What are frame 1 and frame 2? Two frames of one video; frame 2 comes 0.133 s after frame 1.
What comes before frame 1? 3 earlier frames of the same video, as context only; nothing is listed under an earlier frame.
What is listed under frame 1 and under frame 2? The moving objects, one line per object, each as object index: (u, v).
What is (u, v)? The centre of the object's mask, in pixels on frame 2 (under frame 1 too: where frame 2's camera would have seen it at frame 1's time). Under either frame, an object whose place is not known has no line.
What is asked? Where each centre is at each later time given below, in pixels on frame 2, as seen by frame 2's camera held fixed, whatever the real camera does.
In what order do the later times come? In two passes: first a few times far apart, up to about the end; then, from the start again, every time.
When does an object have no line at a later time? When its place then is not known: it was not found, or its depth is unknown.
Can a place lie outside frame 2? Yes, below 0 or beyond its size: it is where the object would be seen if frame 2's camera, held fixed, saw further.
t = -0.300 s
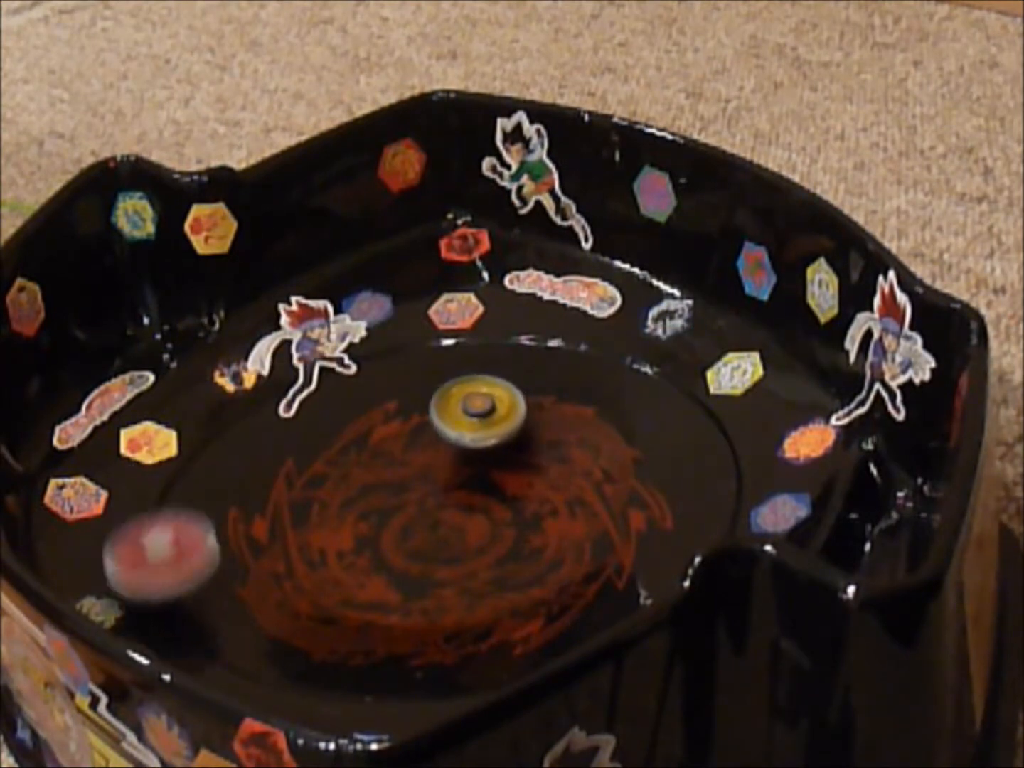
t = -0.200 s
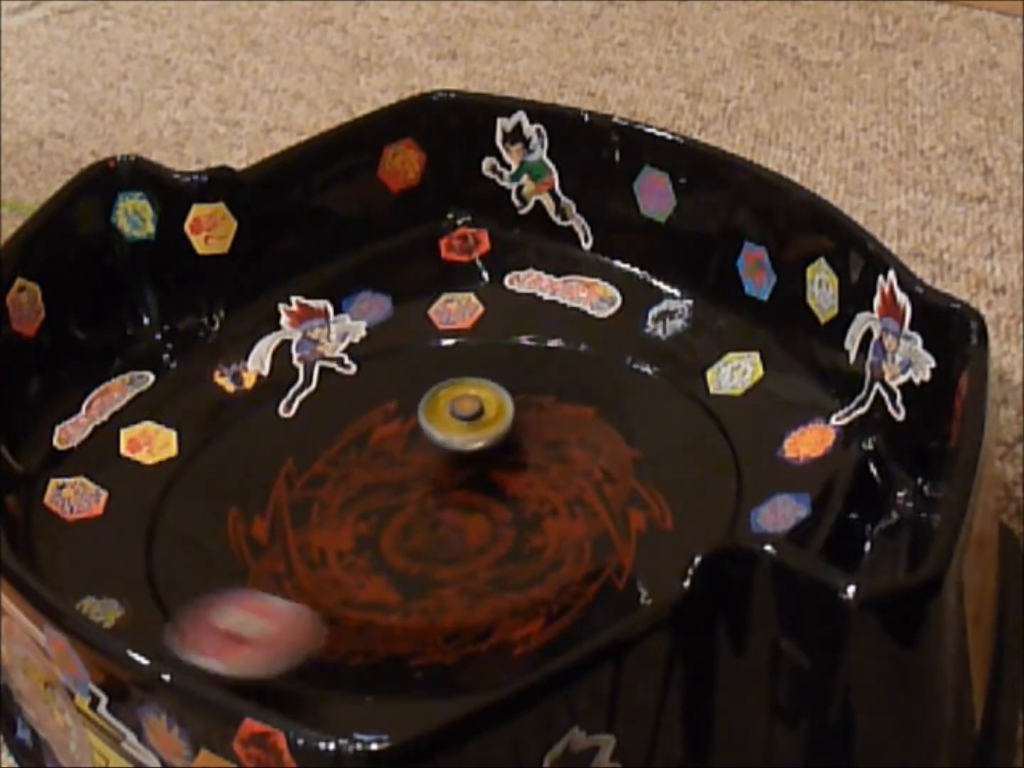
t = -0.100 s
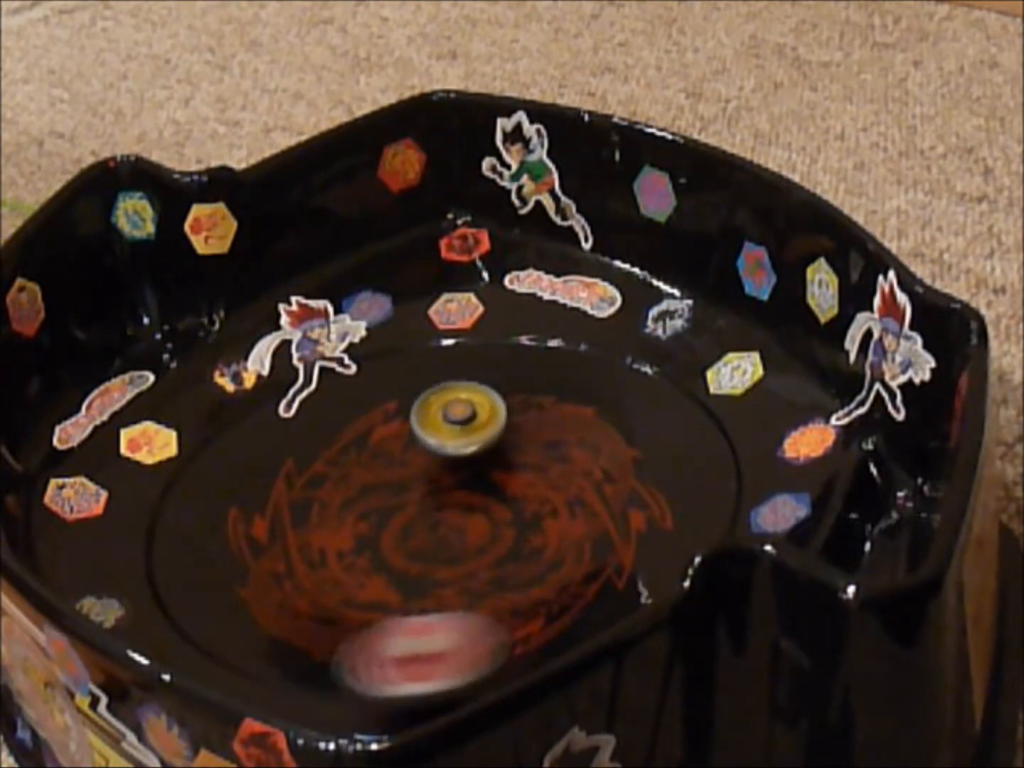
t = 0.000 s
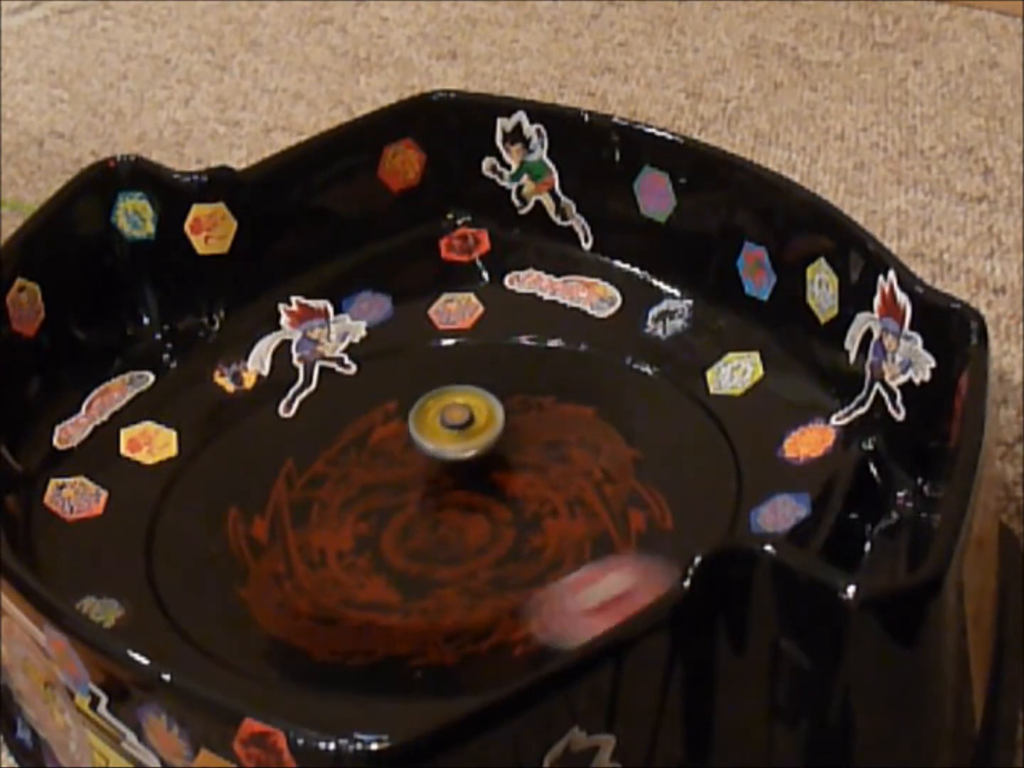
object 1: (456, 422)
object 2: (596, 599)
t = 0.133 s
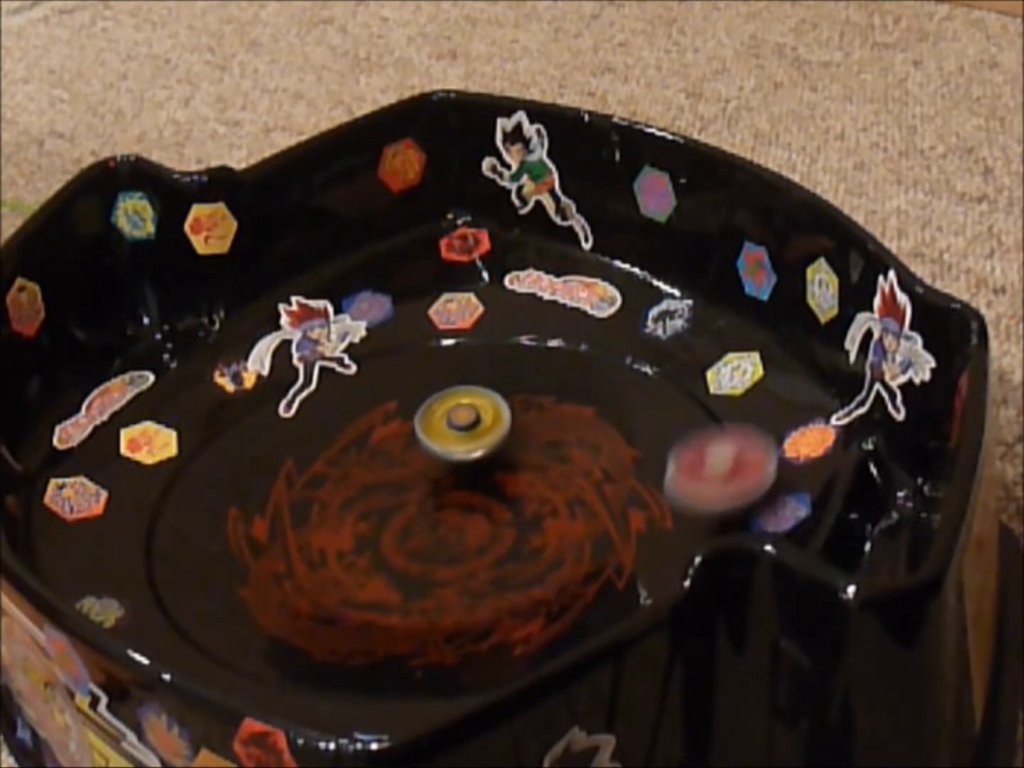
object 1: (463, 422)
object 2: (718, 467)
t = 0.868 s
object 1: (523, 442)
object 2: (234, 628)
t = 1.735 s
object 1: (540, 502)
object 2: (192, 425)
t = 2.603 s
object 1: (447, 553)
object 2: (467, 314)
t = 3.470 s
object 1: (340, 524)
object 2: (695, 416)
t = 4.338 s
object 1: (379, 450)
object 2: (501, 623)
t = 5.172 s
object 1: (477, 431)
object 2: (187, 496)
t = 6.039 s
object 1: (537, 475)
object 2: (475, 341)
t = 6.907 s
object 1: (482, 537)
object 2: (655, 500)
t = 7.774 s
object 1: (379, 513)
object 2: (297, 614)
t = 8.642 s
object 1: (386, 445)
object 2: (246, 411)
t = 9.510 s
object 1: (471, 434)
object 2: (569, 345)
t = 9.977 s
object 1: (512, 450)
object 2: (220, 553)
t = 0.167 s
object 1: (464, 422)
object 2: (718, 436)
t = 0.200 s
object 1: (466, 423)
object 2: (704, 410)
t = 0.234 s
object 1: (468, 423)
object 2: (686, 383)
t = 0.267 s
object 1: (470, 423)
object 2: (657, 364)
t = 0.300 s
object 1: (472, 424)
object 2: (623, 347)
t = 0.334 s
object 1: (474, 425)
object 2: (585, 335)
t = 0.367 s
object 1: (476, 426)
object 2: (538, 328)
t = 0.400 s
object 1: (479, 427)
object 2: (502, 325)
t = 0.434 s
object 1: (481, 428)
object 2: (446, 327)
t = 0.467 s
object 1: (484, 428)
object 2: (399, 335)
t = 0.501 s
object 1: (487, 429)
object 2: (361, 343)
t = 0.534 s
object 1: (490, 430)
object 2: (311, 357)
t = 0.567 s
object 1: (494, 431)
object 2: (259, 378)
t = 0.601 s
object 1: (497, 432)
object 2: (222, 397)
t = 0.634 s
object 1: (501, 433)
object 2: (194, 417)
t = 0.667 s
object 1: (504, 434)
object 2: (170, 449)
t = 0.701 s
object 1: (508, 435)
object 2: (155, 486)
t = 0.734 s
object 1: (511, 436)
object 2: (147, 514)
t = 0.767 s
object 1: (515, 438)
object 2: (150, 545)
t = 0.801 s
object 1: (518, 439)
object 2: (167, 576)
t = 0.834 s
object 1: (520, 440)
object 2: (195, 605)
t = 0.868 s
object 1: (523, 442)
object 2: (234, 628)
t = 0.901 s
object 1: (526, 444)
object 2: (282, 644)
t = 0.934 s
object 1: (527, 445)
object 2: (336, 653)
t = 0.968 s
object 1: (530, 447)
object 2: (394, 656)
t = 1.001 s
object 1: (532, 449)
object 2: (457, 648)
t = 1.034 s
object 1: (533, 450)
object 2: (510, 635)
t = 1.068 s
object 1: (535, 453)
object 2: (562, 613)
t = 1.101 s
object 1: (537, 455)
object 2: (610, 586)
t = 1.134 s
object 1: (538, 457)
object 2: (645, 558)
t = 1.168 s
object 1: (539, 459)
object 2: (675, 526)
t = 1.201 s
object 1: (540, 461)
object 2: (695, 493)
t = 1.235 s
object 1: (541, 464)
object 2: (699, 460)
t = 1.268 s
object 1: (542, 466)
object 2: (694, 431)
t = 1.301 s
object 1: (542, 468)
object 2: (678, 404)
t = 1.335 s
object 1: (543, 471)
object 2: (656, 379)
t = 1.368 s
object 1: (544, 474)
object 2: (629, 360)
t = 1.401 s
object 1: (545, 477)
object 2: (594, 344)
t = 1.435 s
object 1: (546, 479)
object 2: (555, 333)
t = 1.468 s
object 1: (546, 481)
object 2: (520, 325)
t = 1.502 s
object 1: (546, 484)
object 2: (471, 319)
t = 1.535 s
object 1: (546, 487)
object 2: (428, 319)
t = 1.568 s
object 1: (545, 489)
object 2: (386, 322)
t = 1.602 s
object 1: (544, 491)
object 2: (341, 335)
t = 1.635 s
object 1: (544, 494)
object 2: (290, 357)
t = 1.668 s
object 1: (543, 497)
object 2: (245, 380)
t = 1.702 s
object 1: (542, 499)
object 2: (214, 400)
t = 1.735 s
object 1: (540, 502)
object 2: (192, 425)
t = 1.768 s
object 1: (538, 504)
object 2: (168, 458)
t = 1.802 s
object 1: (536, 507)
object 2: (154, 491)
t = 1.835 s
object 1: (534, 510)
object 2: (151, 518)
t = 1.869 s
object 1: (532, 512)
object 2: (155, 548)
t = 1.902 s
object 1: (530, 515)
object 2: (171, 577)
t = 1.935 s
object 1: (528, 518)
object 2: (196, 602)
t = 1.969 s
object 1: (525, 520)
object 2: (232, 622)
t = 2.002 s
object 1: (521, 523)
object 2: (275, 636)
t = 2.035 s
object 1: (519, 525)
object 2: (329, 644)
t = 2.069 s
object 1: (516, 528)
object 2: (385, 644)
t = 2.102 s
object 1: (512, 530)
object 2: (442, 637)
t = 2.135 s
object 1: (509, 532)
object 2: (499, 624)
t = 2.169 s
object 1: (505, 534)
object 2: (551, 602)
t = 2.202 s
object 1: (502, 536)
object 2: (598, 576)
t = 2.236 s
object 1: (498, 538)
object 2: (633, 547)
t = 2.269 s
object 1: (494, 541)
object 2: (660, 516)
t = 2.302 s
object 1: (490, 543)
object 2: (667, 481)
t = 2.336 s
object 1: (486, 544)
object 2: (674, 447)
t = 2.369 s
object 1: (482, 546)
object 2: (669, 418)
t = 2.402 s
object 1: (478, 547)
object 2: (665, 392)
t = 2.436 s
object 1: (473, 548)
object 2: (648, 368)
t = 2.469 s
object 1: (467, 549)
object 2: (623, 347)
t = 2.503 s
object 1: (462, 550)
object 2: (592, 331)
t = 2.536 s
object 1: (457, 552)
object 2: (555, 316)
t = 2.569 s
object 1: (452, 552)
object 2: (516, 313)
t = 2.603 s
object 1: (447, 553)
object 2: (467, 314)
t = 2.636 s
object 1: (441, 554)
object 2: (427, 318)
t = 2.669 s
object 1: (435, 555)
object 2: (384, 324)
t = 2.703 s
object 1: (429, 555)
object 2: (339, 339)
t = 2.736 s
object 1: (424, 555)
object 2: (291, 358)
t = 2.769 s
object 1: (419, 556)
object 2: (249, 381)
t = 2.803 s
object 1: (413, 555)
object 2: (221, 400)
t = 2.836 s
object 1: (408, 555)
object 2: (198, 421)
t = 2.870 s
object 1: (402, 555)
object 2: (176, 448)
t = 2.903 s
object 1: (397, 554)
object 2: (165, 480)
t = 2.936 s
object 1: (392, 553)
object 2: (161, 505)
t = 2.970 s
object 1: (387, 553)
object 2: (168, 532)
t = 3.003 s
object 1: (382, 553)
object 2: (186, 561)
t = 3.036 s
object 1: (377, 552)
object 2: (213, 585)
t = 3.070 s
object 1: (373, 550)
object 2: (251, 606)
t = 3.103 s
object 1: (369, 548)
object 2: (295, 620)
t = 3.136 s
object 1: (365, 546)
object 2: (346, 628)
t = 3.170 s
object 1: (362, 545)
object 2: (402, 629)
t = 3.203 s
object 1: (358, 543)
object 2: (457, 623)
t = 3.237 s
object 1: (355, 541)
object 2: (512, 609)
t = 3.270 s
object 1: (352, 538)
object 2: (565, 589)
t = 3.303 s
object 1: (349, 536)
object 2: (608, 566)
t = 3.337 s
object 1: (347, 534)
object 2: (646, 537)
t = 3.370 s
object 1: (344, 531)
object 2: (675, 507)
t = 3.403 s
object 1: (342, 529)
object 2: (693, 475)
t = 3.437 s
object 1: (341, 526)
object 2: (701, 443)
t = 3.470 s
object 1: (340, 524)
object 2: (695, 416)
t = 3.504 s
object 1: (338, 521)
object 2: (689, 387)
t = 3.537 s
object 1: (338, 518)
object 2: (679, 364)
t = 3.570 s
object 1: (337, 515)
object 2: (650, 347)
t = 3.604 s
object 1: (337, 512)
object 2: (612, 336)
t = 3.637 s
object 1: (337, 509)
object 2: (574, 324)
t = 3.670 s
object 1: (337, 506)
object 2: (534, 318)
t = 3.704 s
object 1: (338, 502)
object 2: (497, 314)
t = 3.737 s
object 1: (338, 499)
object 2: (452, 315)
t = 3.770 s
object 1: (339, 496)
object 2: (406, 322)
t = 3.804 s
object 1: (340, 492)
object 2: (376, 329)
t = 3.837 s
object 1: (341, 489)
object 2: (326, 348)
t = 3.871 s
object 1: (342, 487)
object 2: (289, 364)
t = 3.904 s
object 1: (343, 483)
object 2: (253, 390)
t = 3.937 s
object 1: (345, 480)
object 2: (228, 415)
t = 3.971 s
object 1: (347, 477)
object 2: (213, 436)
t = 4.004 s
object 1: (349, 473)
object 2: (199, 468)
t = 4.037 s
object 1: (352, 471)
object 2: (192, 496)
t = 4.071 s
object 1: (354, 468)
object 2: (195, 526)
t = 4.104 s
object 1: (357, 465)
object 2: (206, 554)
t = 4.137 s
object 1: (359, 462)
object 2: (227, 580)
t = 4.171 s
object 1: (362, 460)
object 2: (250, 600)
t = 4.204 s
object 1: (365, 458)
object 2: (297, 618)
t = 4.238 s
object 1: (368, 456)
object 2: (342, 629)
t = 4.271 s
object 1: (372, 454)
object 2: (394, 634)
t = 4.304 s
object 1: (375, 452)
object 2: (449, 631)
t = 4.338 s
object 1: (379, 450)
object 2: (501, 623)
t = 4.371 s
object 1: (382, 448)
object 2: (552, 609)
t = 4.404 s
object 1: (385, 446)
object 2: (600, 588)
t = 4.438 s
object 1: (389, 444)
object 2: (637, 564)
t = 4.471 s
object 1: (393, 443)
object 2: (674, 535)
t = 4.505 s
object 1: (397, 441)
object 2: (706, 507)
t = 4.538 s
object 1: (401, 440)
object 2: (720, 477)
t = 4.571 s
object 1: (405, 438)
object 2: (721, 448)
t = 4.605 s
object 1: (409, 437)
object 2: (714, 423)
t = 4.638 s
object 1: (413, 436)
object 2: (700, 396)
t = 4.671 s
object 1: (418, 435)
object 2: (684, 373)
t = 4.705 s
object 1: (422, 434)
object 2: (658, 355)
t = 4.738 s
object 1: (426, 433)
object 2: (628, 342)
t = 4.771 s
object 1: (430, 432)
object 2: (592, 332)
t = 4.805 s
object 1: (434, 432)
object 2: (553, 327)
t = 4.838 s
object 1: (438, 431)
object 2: (518, 325)
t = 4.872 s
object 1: (442, 431)
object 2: (473, 327)
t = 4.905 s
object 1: (446, 431)
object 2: (429, 334)
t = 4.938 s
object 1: (450, 431)
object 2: (393, 343)
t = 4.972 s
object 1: (454, 430)
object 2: (357, 356)
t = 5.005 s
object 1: (458, 431)
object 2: (311, 375)
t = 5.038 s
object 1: (463, 430)
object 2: (270, 399)
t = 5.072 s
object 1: (467, 430)
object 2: (240, 420)
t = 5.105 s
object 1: (470, 430)
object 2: (221, 441)
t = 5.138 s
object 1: (474, 430)
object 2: (200, 469)
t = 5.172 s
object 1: (477, 431)
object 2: (187, 496)
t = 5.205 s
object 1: (481, 431)
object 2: (183, 523)
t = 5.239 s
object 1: (484, 432)
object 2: (186, 551)
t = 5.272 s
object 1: (487, 432)
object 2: (197, 577)
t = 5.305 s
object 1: (491, 433)
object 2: (217, 601)
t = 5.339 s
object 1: (494, 434)
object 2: (245, 621)
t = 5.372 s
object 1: (498, 436)
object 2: (280, 637)
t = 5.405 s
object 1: (501, 437)
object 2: (324, 649)
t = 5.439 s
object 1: (504, 438)
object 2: (372, 655)
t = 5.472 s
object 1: (507, 439)
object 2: (422, 654)
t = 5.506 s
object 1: (510, 441)
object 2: (475, 646)
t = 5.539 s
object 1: (513, 442)
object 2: (526, 630)
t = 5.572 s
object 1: (515, 444)
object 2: (572, 611)
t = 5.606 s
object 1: (518, 446)
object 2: (612, 588)
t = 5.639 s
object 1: (521, 448)
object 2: (644, 563)
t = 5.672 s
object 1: (523, 450)
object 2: (674, 533)
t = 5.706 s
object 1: (525, 452)
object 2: (697, 505)
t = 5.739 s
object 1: (527, 454)
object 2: (706, 477)
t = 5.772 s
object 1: (529, 456)
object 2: (704, 449)
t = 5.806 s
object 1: (530, 458)
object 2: (686, 423)
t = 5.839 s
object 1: (532, 461)
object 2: (670, 400)
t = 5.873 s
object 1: (533, 463)
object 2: (653, 382)
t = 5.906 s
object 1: (535, 465)
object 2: (627, 366)
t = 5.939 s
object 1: (536, 468)
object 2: (594, 354)
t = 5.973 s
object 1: (537, 470)
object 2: (556, 346)
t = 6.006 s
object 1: (537, 472)
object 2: (519, 341)
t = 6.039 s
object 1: (537, 475)
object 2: (475, 341)
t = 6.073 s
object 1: (537, 478)
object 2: (433, 343)
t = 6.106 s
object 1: (537, 480)
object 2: (396, 347)
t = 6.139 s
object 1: (537, 483)
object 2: (362, 355)
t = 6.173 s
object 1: (537, 486)
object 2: (312, 368)
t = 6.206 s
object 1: (536, 488)
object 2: (272, 384)
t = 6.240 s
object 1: (536, 491)
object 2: (237, 401)
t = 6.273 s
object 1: (535, 493)
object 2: (214, 418)
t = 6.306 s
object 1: (533, 496)
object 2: (187, 440)
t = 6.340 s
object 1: (532, 498)
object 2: (164, 465)
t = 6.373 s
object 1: (530, 501)
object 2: (151, 493)
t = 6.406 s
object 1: (528, 504)
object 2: (150, 518)
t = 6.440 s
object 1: (527, 506)
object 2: (154, 545)
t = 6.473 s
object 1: (524, 509)
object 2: (166, 572)
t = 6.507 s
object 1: (522, 511)
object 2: (186, 596)
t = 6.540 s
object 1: (519, 514)
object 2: (215, 616)
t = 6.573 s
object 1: (517, 516)
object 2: (251, 631)
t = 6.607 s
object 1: (514, 518)
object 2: (294, 641)
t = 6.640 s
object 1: (511, 521)
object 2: (342, 646)
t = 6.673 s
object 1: (508, 523)
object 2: (394, 645)
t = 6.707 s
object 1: (504, 525)
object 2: (445, 637)
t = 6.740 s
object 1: (501, 527)
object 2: (497, 624)
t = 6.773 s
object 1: (497, 530)
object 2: (542, 605)
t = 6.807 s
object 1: (493, 532)
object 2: (582, 582)
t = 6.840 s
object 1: (490, 534)
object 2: (614, 557)
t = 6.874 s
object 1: (486, 536)
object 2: (640, 529)
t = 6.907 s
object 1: (482, 537)
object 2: (655, 500)
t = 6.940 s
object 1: (478, 538)
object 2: (662, 470)
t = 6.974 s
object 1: (474, 539)
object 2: (655, 441)
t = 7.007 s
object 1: (470, 541)
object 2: (645, 417)
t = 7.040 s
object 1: (465, 542)
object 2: (634, 395)
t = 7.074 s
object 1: (461, 542)
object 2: (613, 376)
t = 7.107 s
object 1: (456, 543)
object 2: (587, 360)
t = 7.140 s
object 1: (451, 543)
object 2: (556, 346)
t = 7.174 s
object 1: (446, 544)
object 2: (523, 337)
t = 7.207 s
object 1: (442, 544)
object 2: (488, 332)
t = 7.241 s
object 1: (437, 543)
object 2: (446, 329)
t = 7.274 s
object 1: (432, 543)
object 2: (409, 331)
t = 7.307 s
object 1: (427, 542)
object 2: (377, 331)
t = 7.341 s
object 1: (422, 541)
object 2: (337, 340)
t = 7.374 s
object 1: (417, 540)
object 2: (292, 354)
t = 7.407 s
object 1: (412, 539)
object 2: (256, 376)
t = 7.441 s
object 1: (409, 537)
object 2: (227, 395)
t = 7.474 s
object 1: (405, 535)
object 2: (207, 414)
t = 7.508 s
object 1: (402, 533)
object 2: (186, 436)
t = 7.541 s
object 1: (397, 531)
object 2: (171, 463)
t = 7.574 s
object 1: (394, 529)
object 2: (165, 491)
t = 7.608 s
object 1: (391, 527)
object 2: (166, 514)
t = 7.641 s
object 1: (388, 524)
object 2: (176, 539)
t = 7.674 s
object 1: (386, 522)
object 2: (195, 564)
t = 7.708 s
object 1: (383, 519)
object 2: (221, 585)
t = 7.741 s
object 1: (381, 517)
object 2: (256, 602)
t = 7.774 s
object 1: (379, 513)
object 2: (297, 614)
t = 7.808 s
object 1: (377, 511)
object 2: (343, 621)
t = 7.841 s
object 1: (375, 508)
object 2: (394, 622)
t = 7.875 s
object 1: (374, 505)
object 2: (444, 617)
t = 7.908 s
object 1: (372, 502)
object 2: (491, 606)
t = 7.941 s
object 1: (371, 499)
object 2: (539, 589)
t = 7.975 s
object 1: (370, 496)
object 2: (579, 567)
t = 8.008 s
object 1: (369, 493)
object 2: (612, 543)
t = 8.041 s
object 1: (368, 491)
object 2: (640, 516)
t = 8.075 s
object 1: (368, 488)
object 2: (657, 487)
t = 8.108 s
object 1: (367, 485)
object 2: (667, 459)
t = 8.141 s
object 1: (367, 482)
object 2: (660, 431)
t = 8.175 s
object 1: (367, 479)
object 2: (656, 406)
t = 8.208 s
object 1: (367, 476)
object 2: (645, 382)
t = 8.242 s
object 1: (367, 473)
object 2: (625, 363)
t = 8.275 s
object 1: (368, 470)
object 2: (602, 346)
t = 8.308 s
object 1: (368, 467)
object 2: (575, 335)
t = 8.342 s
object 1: (369, 464)
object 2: (543, 326)
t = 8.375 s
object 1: (370, 462)
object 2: (510, 321)
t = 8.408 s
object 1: (371, 459)
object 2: (474, 317)
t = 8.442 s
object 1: (373, 456)
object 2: (434, 320)
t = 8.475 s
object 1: (375, 454)
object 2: (406, 327)
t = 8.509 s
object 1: (376, 452)
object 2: (368, 334)
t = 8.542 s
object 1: (379, 450)
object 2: (336, 350)
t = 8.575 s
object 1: (381, 448)
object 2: (296, 366)
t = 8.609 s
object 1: (383, 446)
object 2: (271, 388)
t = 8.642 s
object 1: (386, 445)
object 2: (246, 411)
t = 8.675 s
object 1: (388, 443)
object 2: (230, 433)
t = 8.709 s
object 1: (391, 442)
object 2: (218, 458)
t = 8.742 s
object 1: (394, 441)
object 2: (211, 485)
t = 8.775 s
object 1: (397, 440)
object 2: (212, 512)
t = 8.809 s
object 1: (400, 439)
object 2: (220, 538)
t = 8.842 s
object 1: (403, 438)
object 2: (236, 562)
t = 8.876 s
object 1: (406, 437)
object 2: (261, 583)
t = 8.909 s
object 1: (409, 436)
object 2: (292, 599)
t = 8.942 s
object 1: (412, 435)
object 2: (330, 612)
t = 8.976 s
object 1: (415, 434)
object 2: (372, 619)
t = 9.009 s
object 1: (419, 434)
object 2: (418, 621)
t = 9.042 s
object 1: (422, 433)
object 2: (466, 616)
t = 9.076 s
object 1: (425, 433)
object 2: (512, 606)
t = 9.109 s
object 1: (428, 433)
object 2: (558, 591)
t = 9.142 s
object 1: (431, 432)
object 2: (599, 572)
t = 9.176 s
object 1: (435, 432)
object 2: (633, 549)
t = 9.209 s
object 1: (438, 432)
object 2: (661, 525)
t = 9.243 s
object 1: (442, 432)
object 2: (682, 499)
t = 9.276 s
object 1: (446, 432)
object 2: (693, 472)
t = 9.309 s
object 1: (450, 432)
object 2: (697, 446)
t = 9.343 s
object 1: (453, 432)
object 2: (684, 421)
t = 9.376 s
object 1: (457, 432)
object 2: (672, 398)
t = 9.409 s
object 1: (461, 432)
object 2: (654, 379)
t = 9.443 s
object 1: (464, 432)
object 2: (630, 363)
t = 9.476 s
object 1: (467, 433)
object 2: (607, 353)
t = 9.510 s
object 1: (471, 434)
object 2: (569, 345)
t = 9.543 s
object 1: (474, 434)
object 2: (532, 341)
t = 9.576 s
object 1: (477, 435)
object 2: (497, 342)
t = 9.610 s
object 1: (480, 436)
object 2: (455, 348)
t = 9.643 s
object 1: (484, 437)
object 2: (413, 356)
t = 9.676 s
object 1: (487, 438)
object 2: (392, 362)
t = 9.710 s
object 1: (490, 439)
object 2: (360, 375)
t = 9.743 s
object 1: (493, 440)
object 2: (318, 394)
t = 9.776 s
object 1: (496, 441)
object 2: (289, 412)
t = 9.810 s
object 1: (499, 443)
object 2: (263, 434)
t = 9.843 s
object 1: (502, 444)
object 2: (242, 455)
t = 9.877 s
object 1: (505, 445)
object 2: (227, 479)
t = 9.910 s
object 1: (507, 446)
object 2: (217, 504)
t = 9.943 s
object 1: (510, 448)
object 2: (215, 529)
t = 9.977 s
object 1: (512, 450)
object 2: (220, 553)
